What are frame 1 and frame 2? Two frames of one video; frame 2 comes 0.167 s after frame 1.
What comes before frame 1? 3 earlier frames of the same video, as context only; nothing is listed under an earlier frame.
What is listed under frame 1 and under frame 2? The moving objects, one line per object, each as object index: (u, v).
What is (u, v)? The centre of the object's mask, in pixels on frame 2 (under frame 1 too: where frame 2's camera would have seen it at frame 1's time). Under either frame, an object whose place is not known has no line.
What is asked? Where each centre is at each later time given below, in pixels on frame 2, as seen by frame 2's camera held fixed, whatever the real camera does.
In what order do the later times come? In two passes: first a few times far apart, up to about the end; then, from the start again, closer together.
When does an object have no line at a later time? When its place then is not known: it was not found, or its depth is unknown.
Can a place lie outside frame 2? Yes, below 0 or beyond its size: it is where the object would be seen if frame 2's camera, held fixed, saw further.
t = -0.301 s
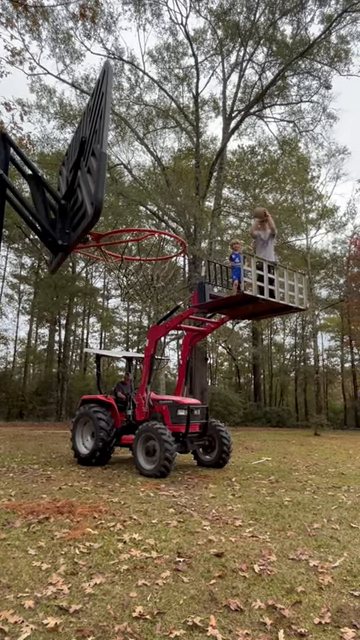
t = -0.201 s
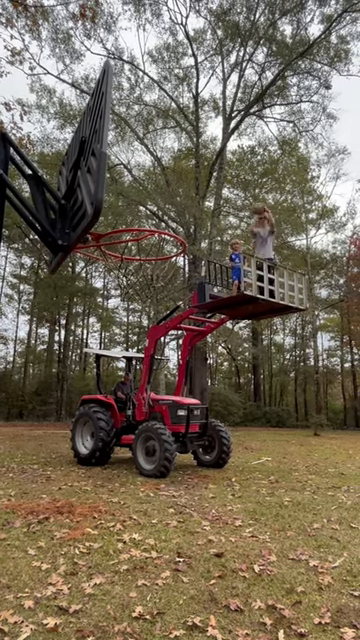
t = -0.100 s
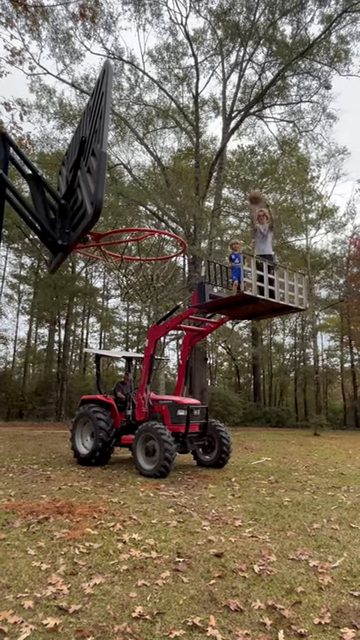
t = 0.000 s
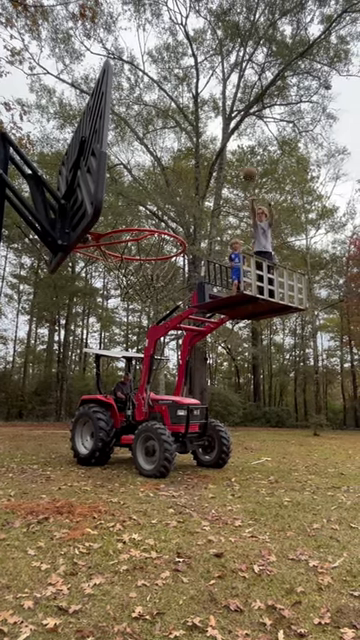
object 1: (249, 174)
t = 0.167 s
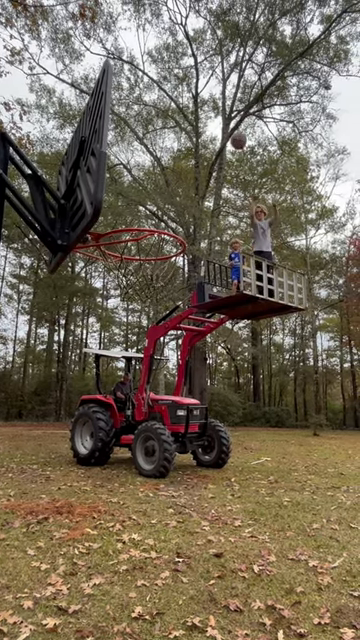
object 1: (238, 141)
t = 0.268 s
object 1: (230, 125)
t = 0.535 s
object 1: (202, 110)
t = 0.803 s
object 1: (137, 201)
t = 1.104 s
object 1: (147, 272)
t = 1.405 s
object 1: (117, 359)
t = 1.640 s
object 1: (83, 580)
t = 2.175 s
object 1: (75, 626)
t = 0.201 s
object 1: (235, 135)
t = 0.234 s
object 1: (233, 129)
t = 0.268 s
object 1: (230, 125)
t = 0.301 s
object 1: (227, 121)
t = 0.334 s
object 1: (224, 117)
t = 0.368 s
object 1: (221, 115)
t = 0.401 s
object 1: (217, 111)
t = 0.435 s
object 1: (213, 110)
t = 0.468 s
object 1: (210, 109)
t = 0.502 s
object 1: (206, 109)
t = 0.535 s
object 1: (202, 110)
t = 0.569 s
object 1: (197, 112)
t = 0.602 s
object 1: (187, 120)
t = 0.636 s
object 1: (181, 126)
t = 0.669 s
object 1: (174, 135)
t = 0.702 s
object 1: (166, 145)
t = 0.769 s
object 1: (148, 178)
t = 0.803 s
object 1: (137, 201)
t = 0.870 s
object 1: (129, 253)
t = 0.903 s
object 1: (149, 279)
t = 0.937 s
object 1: (163, 286)
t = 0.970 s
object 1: (160, 274)
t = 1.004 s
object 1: (157, 271)
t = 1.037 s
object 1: (154, 269)
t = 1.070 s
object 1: (151, 270)
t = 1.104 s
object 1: (147, 272)
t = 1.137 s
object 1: (142, 277)
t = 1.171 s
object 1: (138, 281)
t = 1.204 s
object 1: (135, 287)
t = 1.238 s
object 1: (132, 295)
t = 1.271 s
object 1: (131, 301)
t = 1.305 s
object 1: (127, 312)
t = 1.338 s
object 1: (125, 323)
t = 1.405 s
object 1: (117, 359)
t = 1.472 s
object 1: (108, 403)
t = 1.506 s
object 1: (104, 430)
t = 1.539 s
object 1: (100, 461)
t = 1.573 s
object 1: (95, 497)
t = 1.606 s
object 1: (88, 535)
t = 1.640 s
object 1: (83, 580)
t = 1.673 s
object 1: (78, 622)
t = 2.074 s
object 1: (72, 631)
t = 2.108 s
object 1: (74, 628)
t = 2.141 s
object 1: (74, 627)
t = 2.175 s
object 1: (75, 626)
